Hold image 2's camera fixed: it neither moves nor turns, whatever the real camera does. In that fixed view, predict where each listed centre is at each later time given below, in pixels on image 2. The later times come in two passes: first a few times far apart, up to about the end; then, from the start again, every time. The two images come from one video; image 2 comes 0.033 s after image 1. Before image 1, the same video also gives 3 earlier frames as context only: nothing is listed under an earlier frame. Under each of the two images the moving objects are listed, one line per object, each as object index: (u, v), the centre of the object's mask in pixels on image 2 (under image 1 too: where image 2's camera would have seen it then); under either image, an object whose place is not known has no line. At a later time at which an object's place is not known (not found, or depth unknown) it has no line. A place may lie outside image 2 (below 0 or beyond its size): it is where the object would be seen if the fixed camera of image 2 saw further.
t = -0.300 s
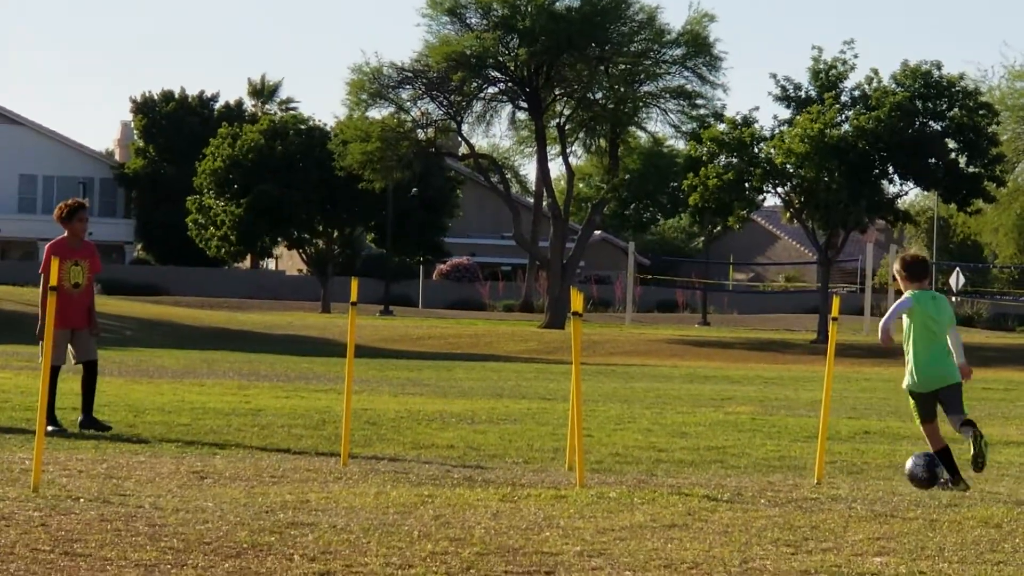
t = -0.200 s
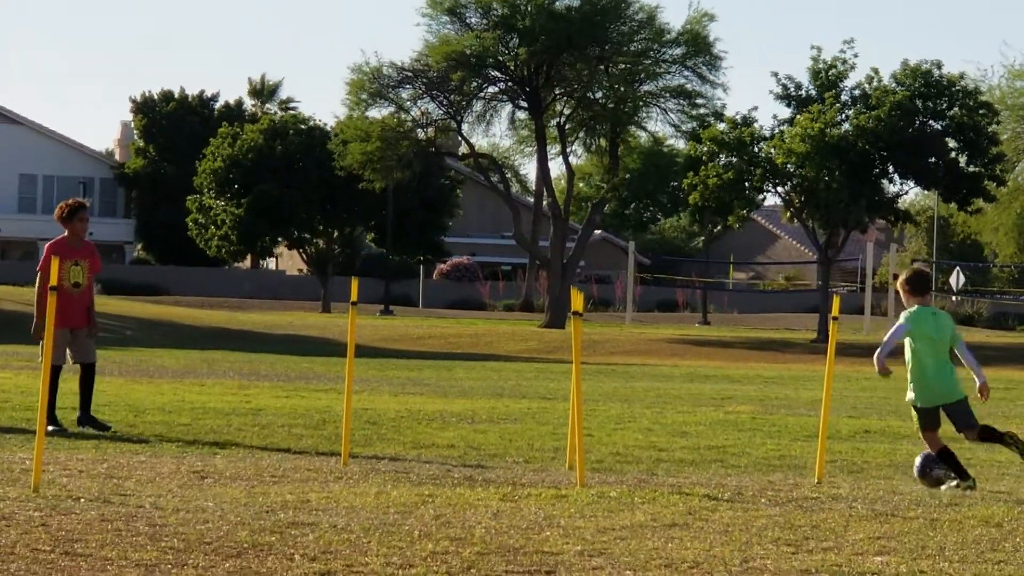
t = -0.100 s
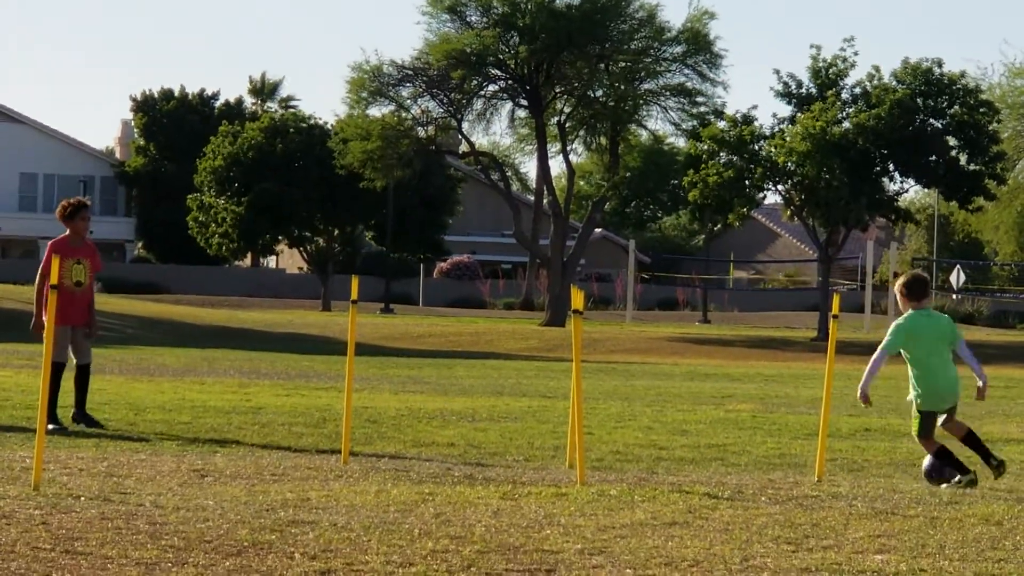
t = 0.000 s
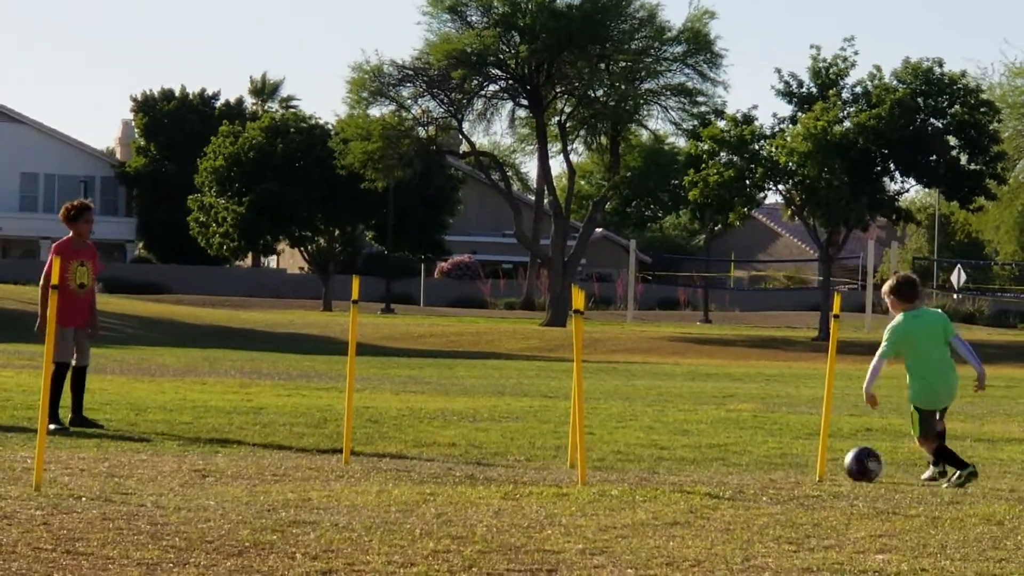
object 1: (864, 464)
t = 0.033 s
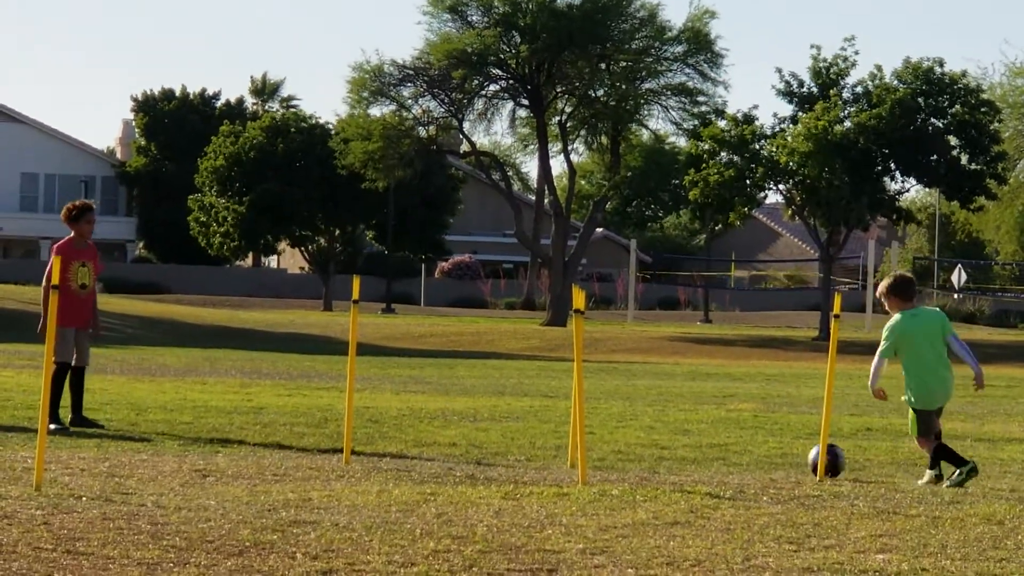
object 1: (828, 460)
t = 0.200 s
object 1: (662, 448)
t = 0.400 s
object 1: (505, 436)
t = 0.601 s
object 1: (380, 432)
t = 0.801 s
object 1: (264, 430)
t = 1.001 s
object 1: (156, 424)
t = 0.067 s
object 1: (791, 458)
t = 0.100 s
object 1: (756, 457)
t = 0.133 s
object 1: (721, 458)
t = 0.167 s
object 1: (691, 453)
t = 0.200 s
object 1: (662, 448)
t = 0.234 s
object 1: (633, 446)
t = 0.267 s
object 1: (604, 445)
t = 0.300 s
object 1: (564, 446)
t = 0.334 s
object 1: (548, 447)
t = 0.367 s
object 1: (526, 441)
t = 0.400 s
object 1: (505, 436)
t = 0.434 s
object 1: (483, 434)
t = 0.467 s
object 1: (462, 433)
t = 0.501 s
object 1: (440, 435)
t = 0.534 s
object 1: (419, 439)
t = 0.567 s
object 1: (399, 436)
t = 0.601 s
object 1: (380, 432)
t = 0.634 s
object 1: (363, 431)
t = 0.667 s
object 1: (338, 432)
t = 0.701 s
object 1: (322, 434)
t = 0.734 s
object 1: (303, 433)
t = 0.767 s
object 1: (283, 430)
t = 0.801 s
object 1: (264, 430)
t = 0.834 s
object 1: (246, 430)
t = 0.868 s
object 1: (228, 428)
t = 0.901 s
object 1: (210, 426)
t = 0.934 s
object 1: (192, 423)
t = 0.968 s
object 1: (174, 423)
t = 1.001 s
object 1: (156, 424)
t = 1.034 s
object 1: (139, 422)
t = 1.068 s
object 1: (123, 418)
